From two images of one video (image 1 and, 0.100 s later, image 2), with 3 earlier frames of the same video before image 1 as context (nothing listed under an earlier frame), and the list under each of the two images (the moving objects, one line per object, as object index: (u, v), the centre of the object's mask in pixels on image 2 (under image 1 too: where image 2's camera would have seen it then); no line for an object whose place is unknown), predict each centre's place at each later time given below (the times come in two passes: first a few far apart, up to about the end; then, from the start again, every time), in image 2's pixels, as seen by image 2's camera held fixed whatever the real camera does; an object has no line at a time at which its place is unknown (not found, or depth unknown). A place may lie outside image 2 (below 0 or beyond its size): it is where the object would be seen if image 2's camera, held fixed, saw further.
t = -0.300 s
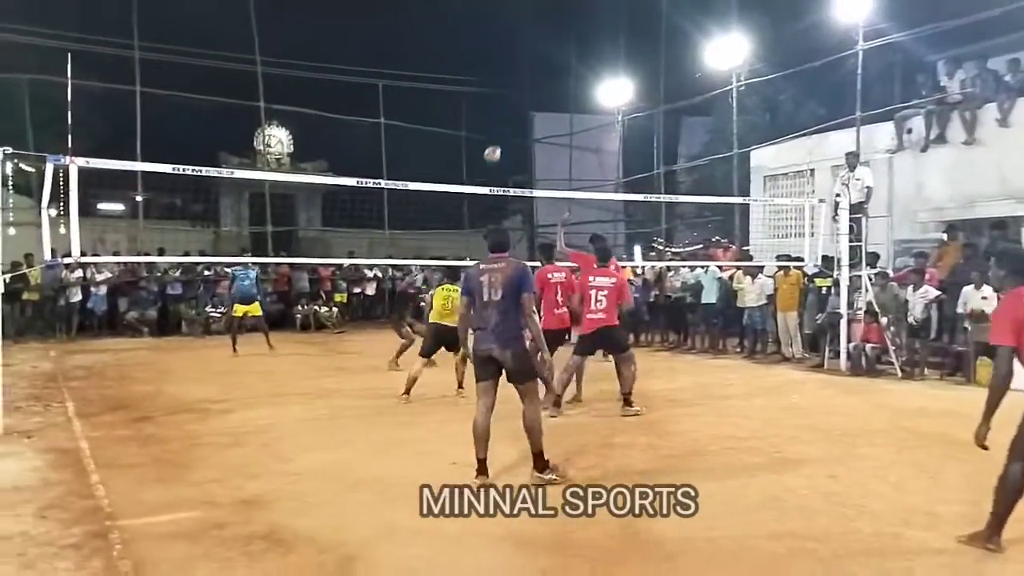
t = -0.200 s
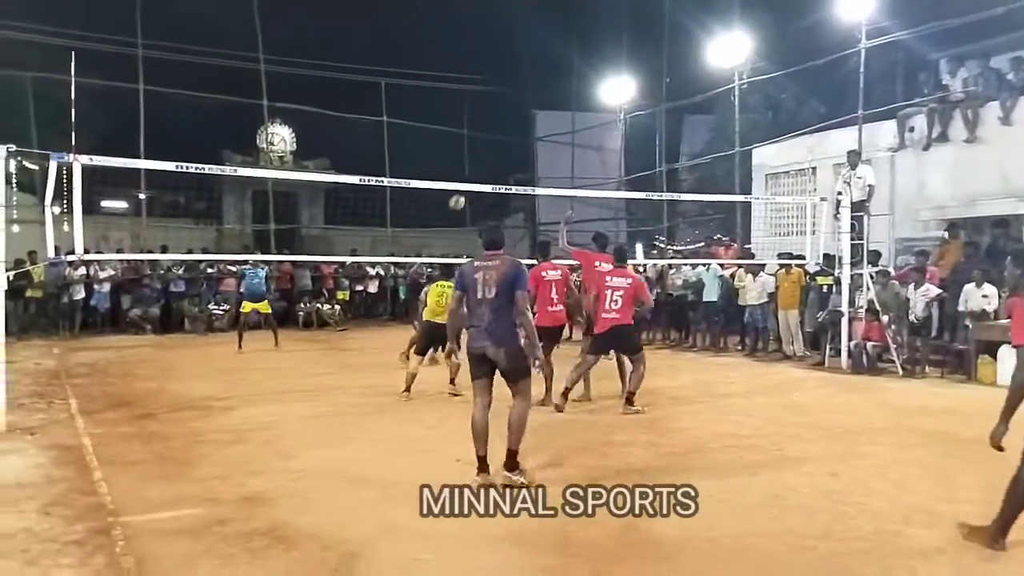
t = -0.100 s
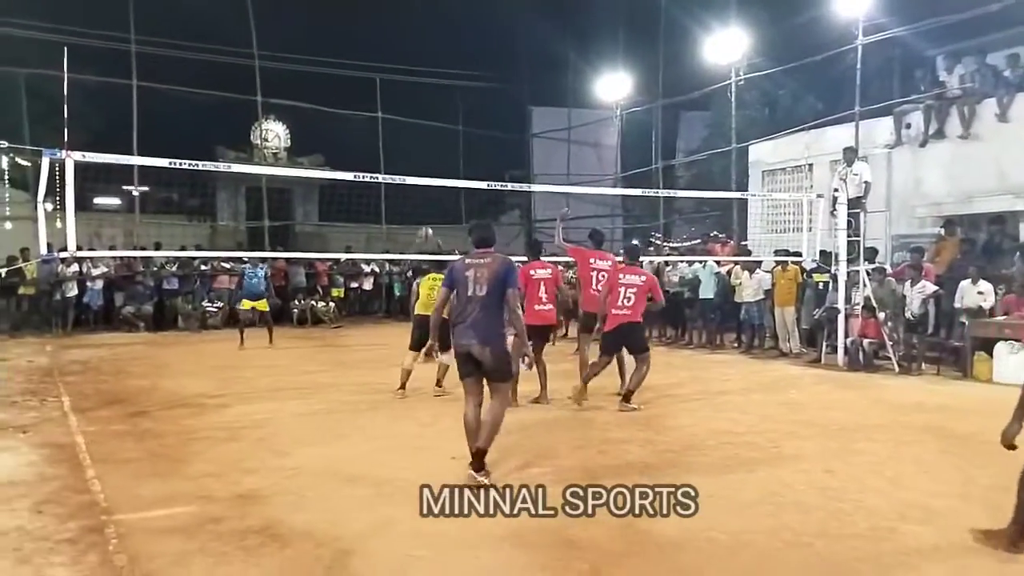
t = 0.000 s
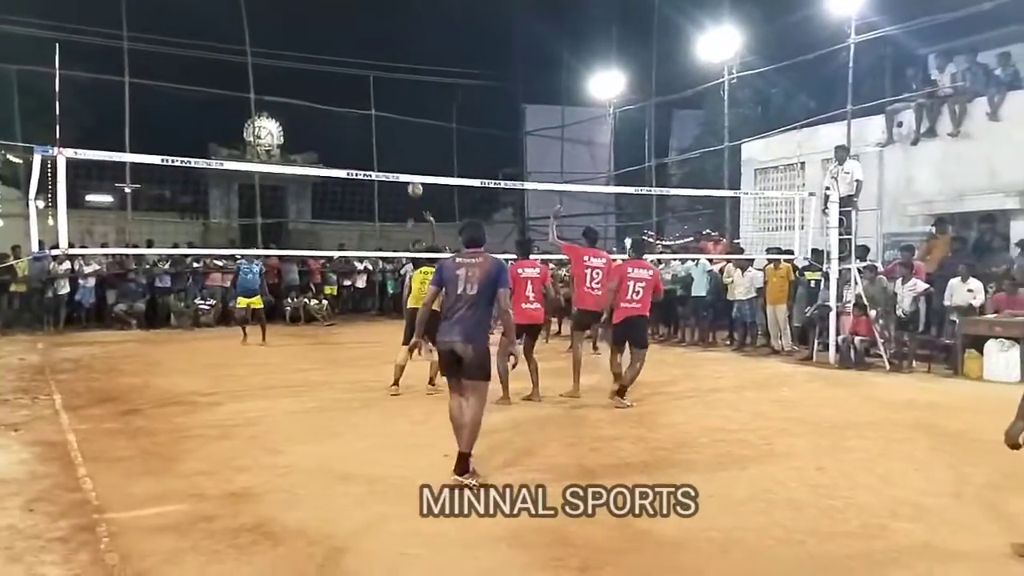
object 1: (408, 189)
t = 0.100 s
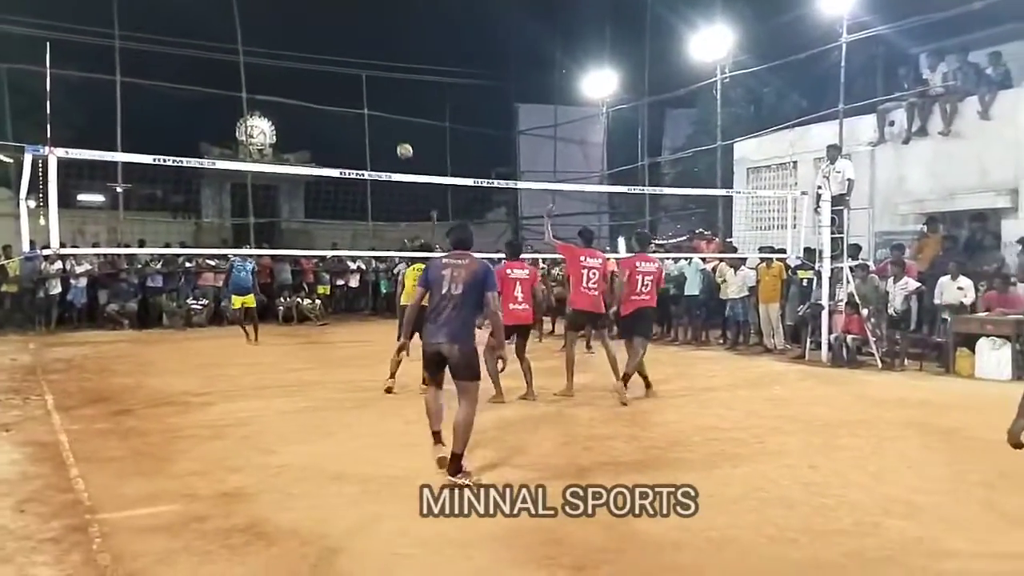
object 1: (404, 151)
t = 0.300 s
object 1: (398, 94)
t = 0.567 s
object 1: (390, 59)
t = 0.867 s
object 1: (381, 82)
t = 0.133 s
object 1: (403, 140)
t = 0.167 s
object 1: (402, 129)
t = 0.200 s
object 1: (401, 120)
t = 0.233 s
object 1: (400, 110)
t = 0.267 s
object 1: (399, 102)
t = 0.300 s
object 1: (398, 94)
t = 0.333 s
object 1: (397, 87)
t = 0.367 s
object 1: (396, 81)
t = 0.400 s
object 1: (395, 76)
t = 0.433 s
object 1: (394, 71)
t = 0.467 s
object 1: (393, 67)
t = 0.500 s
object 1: (392, 63)
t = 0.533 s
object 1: (391, 61)
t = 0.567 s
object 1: (390, 59)
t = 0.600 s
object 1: (389, 58)
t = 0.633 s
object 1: (388, 58)
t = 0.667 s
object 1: (387, 59)
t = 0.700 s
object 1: (386, 60)
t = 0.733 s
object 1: (385, 63)
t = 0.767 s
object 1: (384, 67)
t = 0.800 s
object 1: (383, 71)
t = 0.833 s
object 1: (382, 76)
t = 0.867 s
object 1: (381, 82)
